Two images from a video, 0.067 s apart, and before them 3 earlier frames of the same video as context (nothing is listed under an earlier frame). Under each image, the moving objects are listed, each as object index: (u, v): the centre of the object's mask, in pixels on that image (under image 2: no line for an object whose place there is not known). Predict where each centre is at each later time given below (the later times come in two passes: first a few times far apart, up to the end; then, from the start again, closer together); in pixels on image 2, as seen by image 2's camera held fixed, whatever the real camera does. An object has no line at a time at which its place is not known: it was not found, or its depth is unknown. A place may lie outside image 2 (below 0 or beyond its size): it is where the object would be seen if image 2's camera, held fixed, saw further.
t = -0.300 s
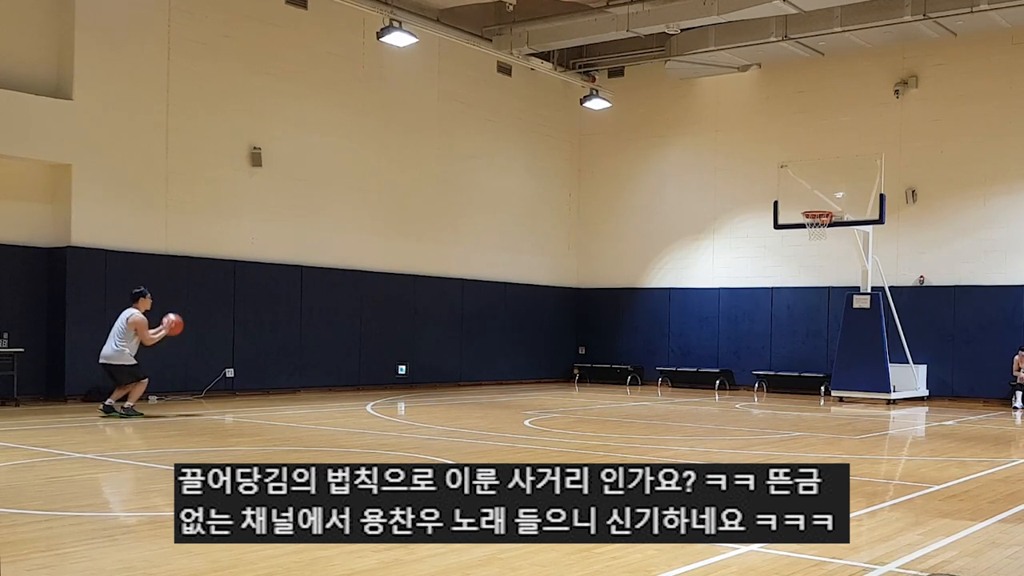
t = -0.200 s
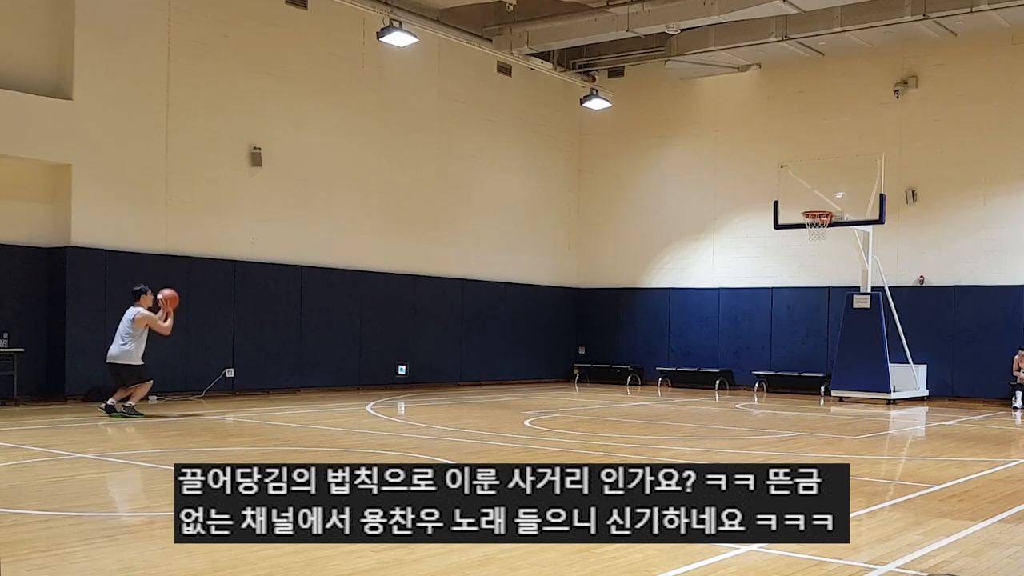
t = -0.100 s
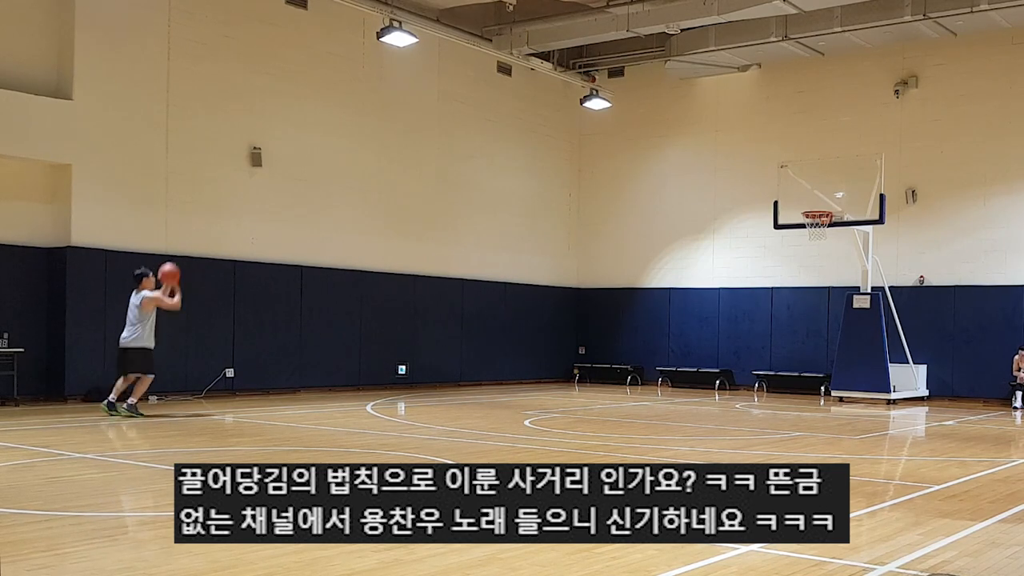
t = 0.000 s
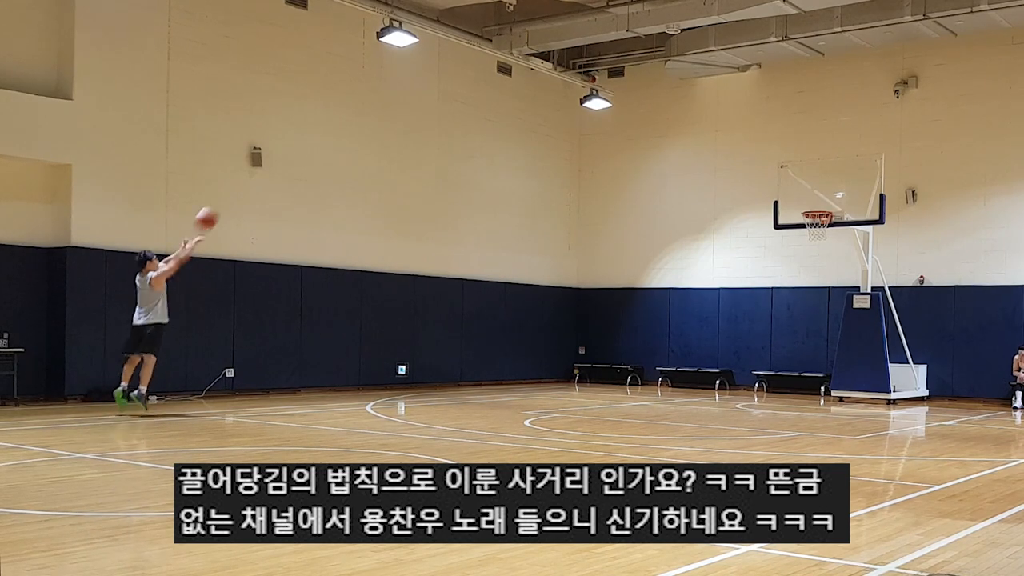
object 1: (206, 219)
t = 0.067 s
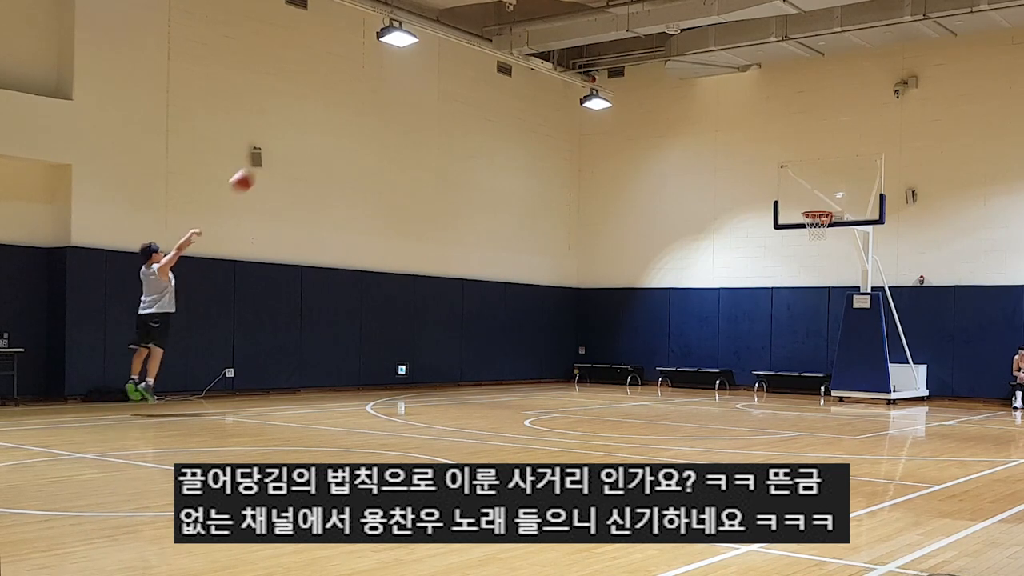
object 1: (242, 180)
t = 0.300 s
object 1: (361, 81)
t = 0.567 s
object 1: (481, 24)
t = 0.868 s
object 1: (602, 25)
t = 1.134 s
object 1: (697, 76)
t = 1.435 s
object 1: (791, 182)
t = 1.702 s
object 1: (839, 225)
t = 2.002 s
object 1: (850, 264)
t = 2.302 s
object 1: (862, 361)
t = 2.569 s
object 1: (862, 350)
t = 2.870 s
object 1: (855, 298)
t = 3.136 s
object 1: (850, 299)
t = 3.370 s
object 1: (828, 398)
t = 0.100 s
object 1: (259, 162)
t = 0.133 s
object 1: (277, 147)
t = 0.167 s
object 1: (295, 132)
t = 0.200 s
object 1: (313, 118)
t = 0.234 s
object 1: (328, 104)
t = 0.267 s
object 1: (345, 92)
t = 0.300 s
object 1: (361, 81)
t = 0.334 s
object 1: (377, 71)
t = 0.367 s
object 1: (392, 61)
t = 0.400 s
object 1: (408, 54)
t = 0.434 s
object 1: (423, 45)
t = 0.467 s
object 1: (439, 39)
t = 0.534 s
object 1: (468, 28)
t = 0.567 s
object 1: (481, 24)
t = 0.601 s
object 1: (496, 22)
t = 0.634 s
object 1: (509, 19)
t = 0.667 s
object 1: (522, 17)
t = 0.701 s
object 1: (537, 16)
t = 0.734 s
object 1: (550, 17)
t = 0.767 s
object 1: (563, 18)
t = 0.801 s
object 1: (575, 20)
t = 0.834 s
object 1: (589, 22)
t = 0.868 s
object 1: (602, 25)
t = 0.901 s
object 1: (614, 29)
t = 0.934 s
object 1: (627, 34)
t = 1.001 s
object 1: (650, 46)
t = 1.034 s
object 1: (662, 52)
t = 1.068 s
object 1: (674, 60)
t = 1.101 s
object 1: (686, 68)
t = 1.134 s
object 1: (697, 76)
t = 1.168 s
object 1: (708, 85)
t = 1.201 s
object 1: (719, 96)
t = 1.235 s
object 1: (730, 106)
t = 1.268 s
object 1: (741, 118)
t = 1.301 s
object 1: (751, 130)
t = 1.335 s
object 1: (760, 142)
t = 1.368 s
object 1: (771, 155)
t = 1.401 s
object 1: (781, 168)
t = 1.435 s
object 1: (791, 182)
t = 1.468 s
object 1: (801, 196)
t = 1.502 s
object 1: (809, 210)
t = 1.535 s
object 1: (823, 219)
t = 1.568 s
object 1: (826, 226)
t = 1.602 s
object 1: (829, 226)
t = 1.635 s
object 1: (833, 227)
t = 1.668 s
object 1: (835, 224)
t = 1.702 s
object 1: (839, 225)
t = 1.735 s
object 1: (840, 226)
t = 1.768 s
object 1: (841, 228)
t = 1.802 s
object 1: (843, 231)
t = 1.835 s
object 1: (844, 234)
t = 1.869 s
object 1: (845, 239)
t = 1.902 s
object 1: (847, 244)
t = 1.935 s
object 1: (848, 250)
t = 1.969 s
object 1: (849, 256)
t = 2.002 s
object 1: (850, 264)
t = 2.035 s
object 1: (852, 271)
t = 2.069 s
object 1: (853, 281)
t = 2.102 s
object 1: (855, 289)
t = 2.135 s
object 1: (856, 299)
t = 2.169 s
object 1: (857, 311)
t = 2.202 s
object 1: (858, 322)
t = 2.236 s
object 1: (859, 334)
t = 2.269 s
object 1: (861, 347)
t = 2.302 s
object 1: (862, 361)
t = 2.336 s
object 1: (863, 375)
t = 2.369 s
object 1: (864, 389)
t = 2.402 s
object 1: (865, 403)
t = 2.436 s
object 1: (865, 390)
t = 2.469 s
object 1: (864, 380)
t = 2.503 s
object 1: (864, 369)
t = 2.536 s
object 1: (863, 360)
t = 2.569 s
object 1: (862, 350)
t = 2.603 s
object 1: (862, 341)
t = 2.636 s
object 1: (861, 334)
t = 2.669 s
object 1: (860, 327)
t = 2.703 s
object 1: (860, 320)
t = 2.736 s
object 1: (859, 315)
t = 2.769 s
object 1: (858, 310)
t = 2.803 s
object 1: (857, 305)
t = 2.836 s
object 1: (856, 302)
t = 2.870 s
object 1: (855, 298)
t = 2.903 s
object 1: (855, 296)
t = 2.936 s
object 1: (854, 294)
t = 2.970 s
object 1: (853, 293)
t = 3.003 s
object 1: (853, 293)
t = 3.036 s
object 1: (852, 294)
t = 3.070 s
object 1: (851, 295)
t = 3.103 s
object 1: (850, 297)
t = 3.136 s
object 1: (850, 299)
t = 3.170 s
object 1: (849, 303)
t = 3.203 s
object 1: (847, 312)
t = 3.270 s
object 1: (836, 359)
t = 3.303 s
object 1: (834, 332)
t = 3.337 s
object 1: (832, 351)
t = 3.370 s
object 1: (828, 398)
